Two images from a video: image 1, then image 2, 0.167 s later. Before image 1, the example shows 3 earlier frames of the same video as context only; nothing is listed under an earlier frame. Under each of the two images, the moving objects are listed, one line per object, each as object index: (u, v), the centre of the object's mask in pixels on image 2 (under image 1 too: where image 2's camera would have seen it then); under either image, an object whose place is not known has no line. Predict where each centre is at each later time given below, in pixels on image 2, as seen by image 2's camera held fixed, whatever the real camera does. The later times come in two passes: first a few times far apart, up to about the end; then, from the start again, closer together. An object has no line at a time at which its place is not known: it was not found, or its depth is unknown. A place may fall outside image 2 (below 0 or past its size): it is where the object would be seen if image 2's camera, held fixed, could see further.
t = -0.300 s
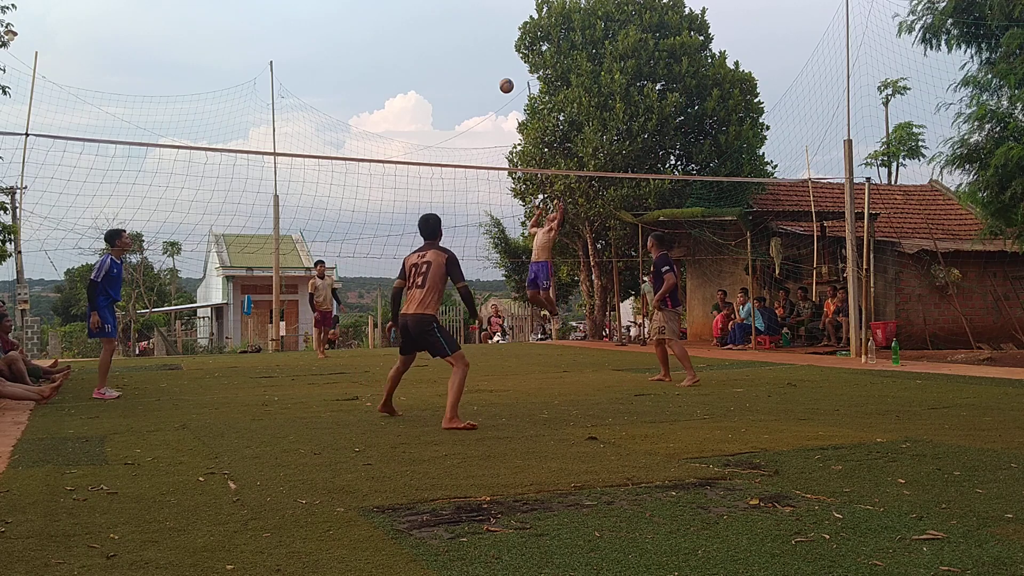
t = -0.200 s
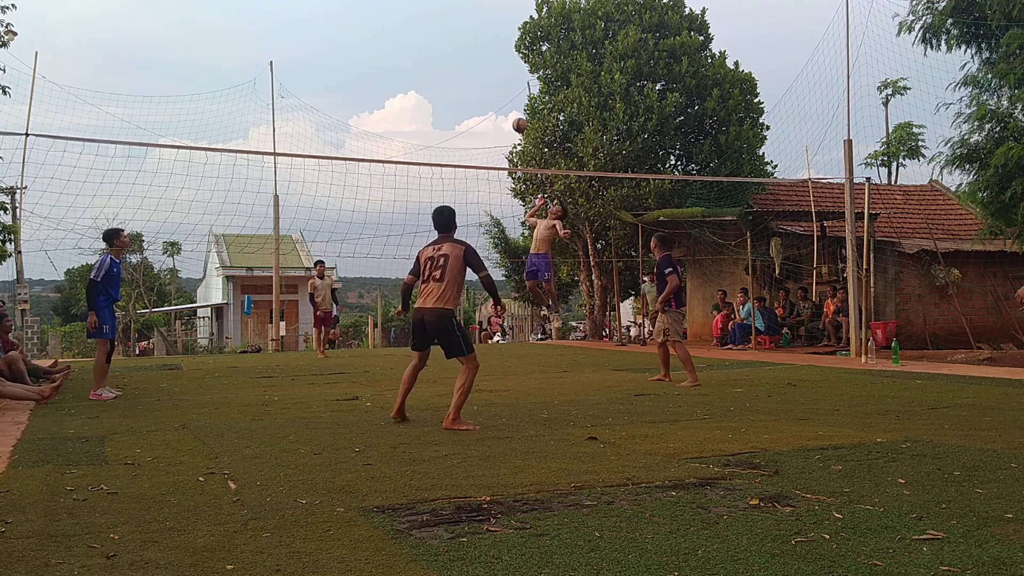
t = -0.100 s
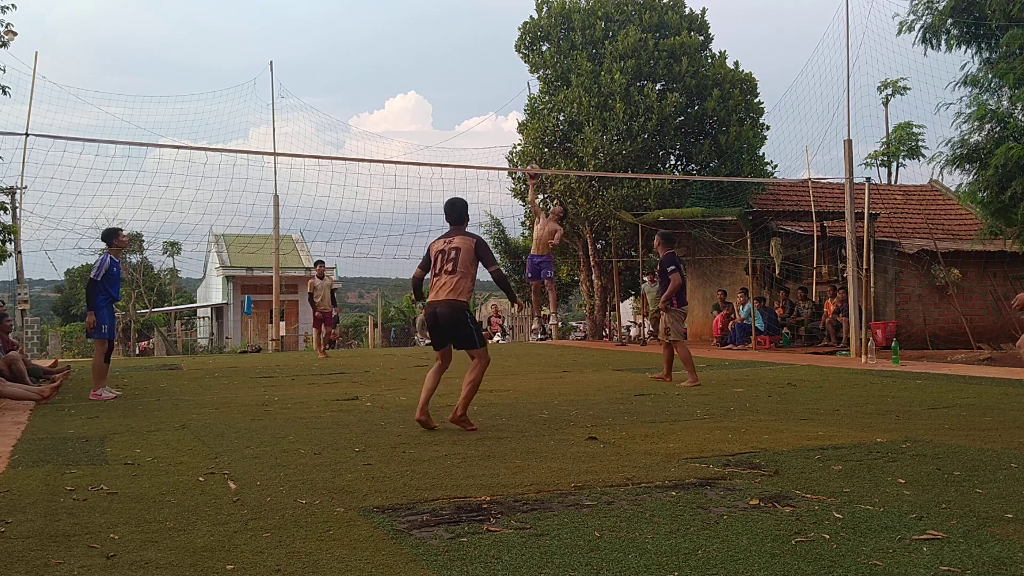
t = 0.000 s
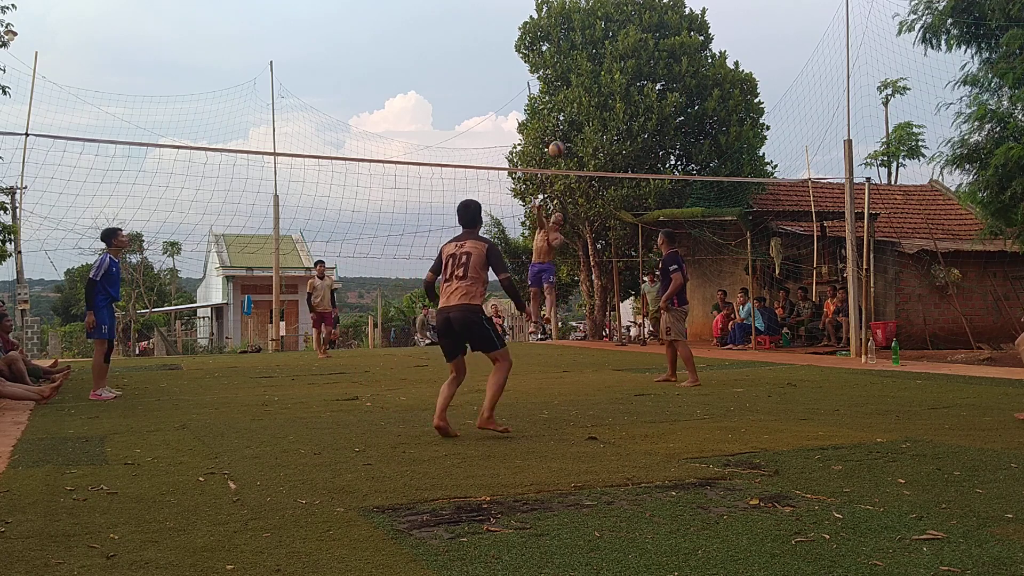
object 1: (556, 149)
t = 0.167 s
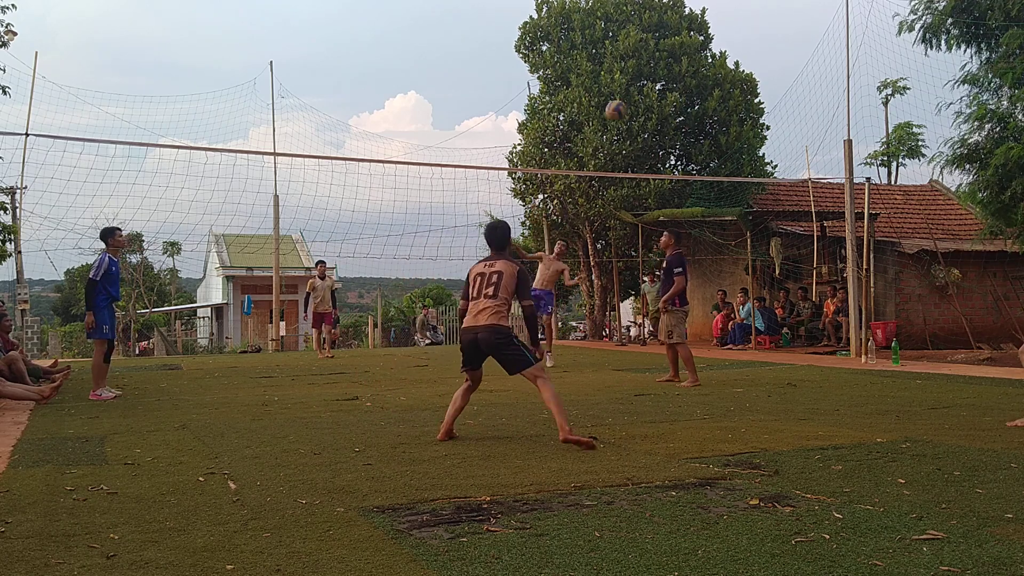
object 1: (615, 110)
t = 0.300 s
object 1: (685, 95)
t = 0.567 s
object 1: (966, 169)
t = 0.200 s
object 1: (630, 106)
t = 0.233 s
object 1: (647, 101)
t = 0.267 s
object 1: (666, 97)
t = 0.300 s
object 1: (685, 95)
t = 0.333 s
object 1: (708, 95)
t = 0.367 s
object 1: (733, 97)
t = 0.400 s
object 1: (760, 101)
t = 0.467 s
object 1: (827, 116)
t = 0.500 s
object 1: (867, 129)
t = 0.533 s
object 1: (912, 147)
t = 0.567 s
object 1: (966, 169)
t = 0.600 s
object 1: (1014, 198)
